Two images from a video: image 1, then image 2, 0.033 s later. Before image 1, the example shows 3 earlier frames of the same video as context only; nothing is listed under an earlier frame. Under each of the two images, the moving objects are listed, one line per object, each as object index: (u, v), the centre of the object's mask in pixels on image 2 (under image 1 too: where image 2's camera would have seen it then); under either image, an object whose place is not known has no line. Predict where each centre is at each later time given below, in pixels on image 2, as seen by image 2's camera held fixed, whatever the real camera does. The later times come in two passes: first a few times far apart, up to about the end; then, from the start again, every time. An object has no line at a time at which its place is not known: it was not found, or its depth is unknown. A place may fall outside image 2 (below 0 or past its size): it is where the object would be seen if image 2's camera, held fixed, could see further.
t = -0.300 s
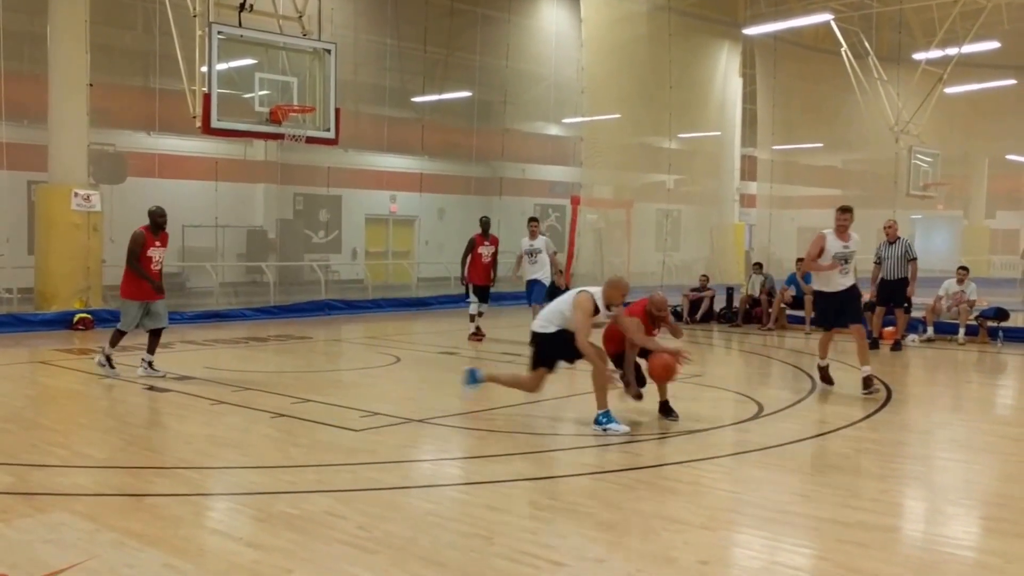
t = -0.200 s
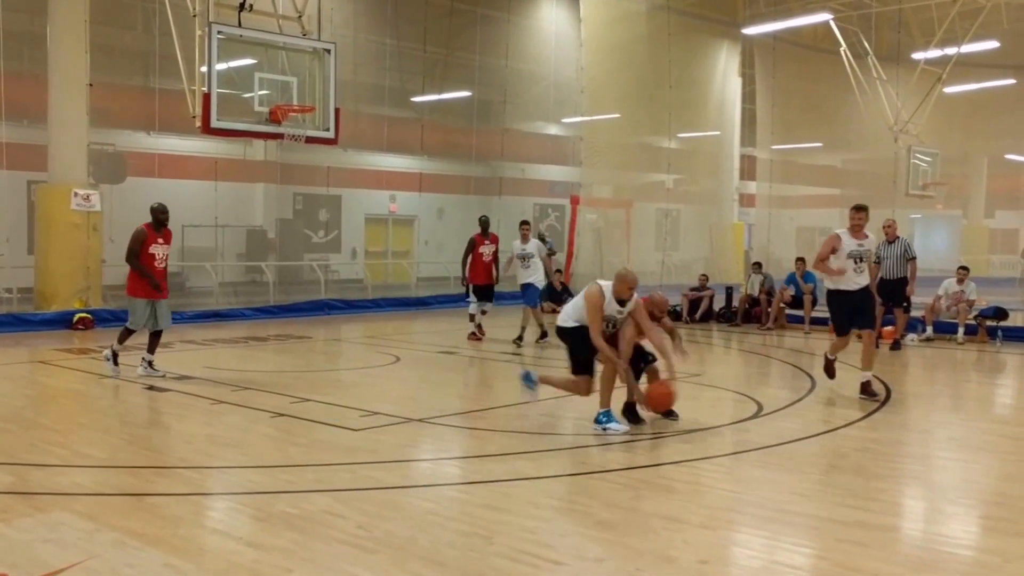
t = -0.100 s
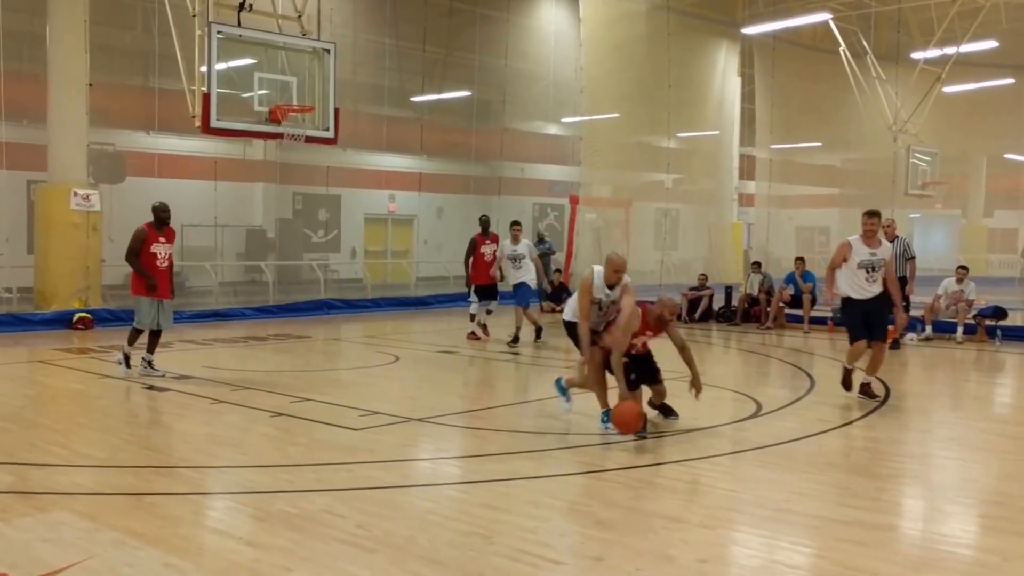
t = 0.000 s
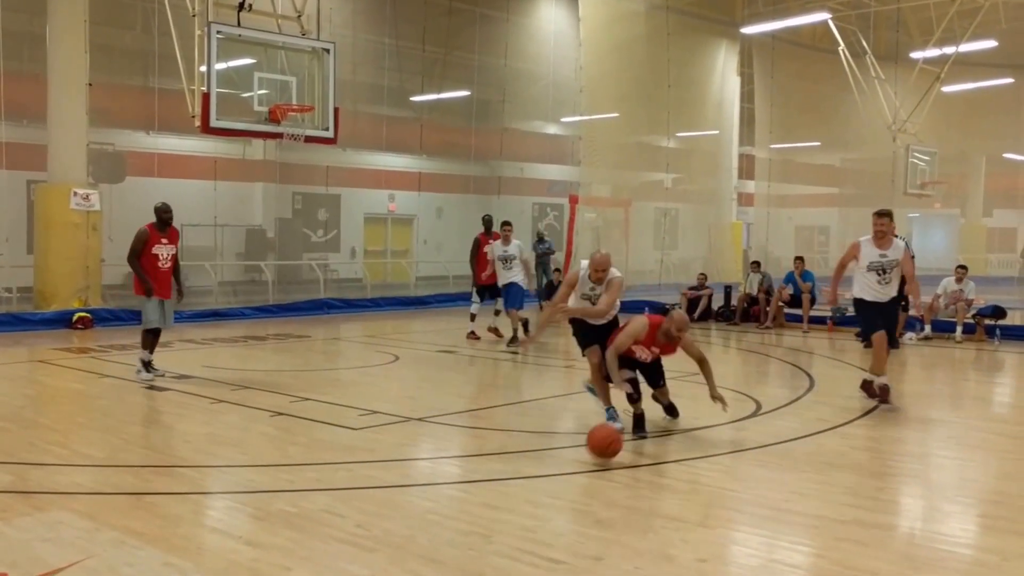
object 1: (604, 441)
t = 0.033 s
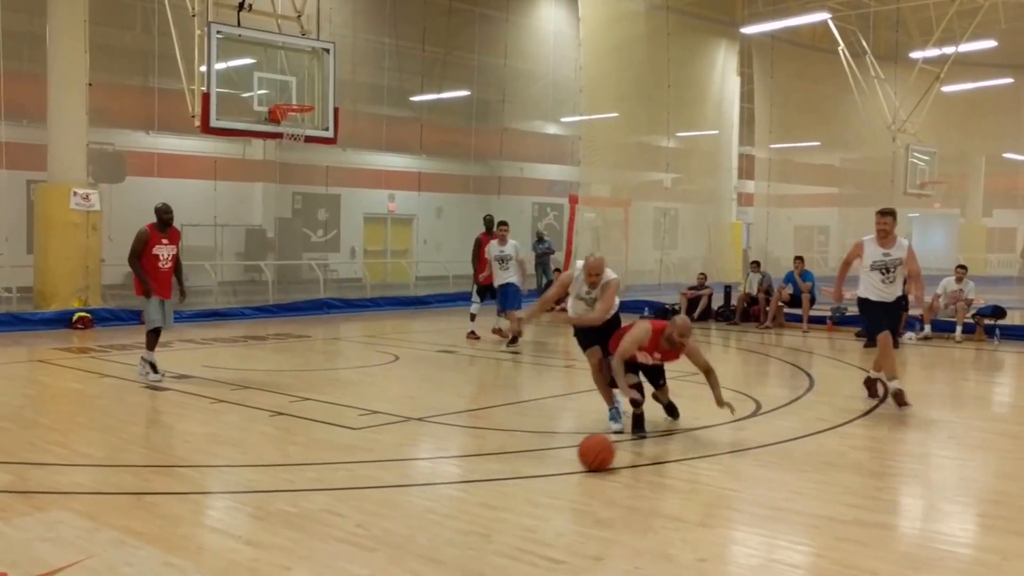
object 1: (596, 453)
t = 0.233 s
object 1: (543, 462)
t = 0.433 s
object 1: (478, 497)
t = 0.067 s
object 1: (588, 450)
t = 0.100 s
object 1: (580, 449)
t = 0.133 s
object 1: (571, 449)
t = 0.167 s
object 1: (562, 451)
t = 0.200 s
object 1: (552, 455)
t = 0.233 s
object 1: (543, 462)
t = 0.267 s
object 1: (533, 470)
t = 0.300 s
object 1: (522, 481)
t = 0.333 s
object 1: (511, 495)
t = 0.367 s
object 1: (501, 495)
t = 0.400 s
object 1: (490, 495)
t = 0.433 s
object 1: (478, 497)
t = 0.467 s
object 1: (465, 502)
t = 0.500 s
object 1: (451, 509)
